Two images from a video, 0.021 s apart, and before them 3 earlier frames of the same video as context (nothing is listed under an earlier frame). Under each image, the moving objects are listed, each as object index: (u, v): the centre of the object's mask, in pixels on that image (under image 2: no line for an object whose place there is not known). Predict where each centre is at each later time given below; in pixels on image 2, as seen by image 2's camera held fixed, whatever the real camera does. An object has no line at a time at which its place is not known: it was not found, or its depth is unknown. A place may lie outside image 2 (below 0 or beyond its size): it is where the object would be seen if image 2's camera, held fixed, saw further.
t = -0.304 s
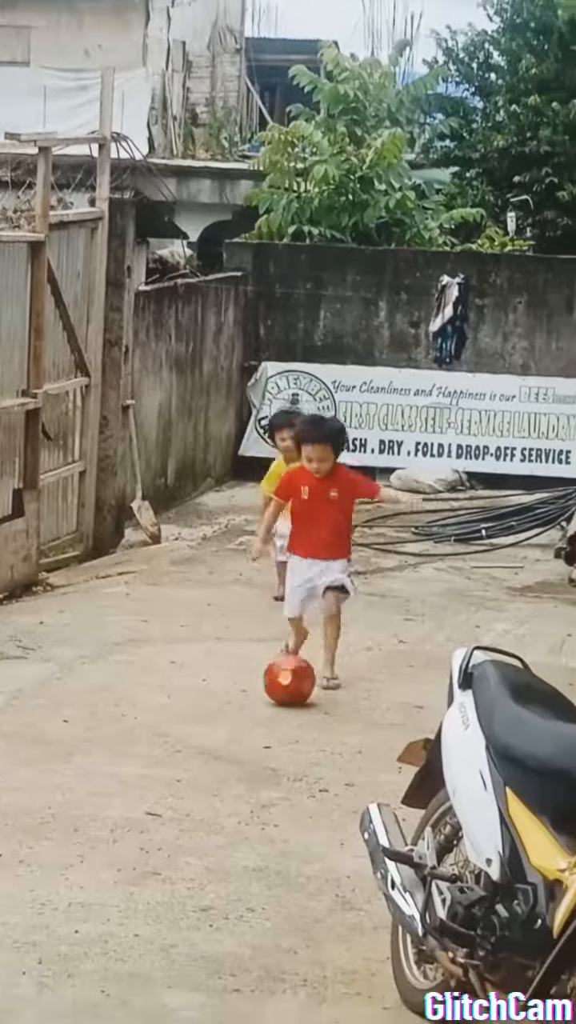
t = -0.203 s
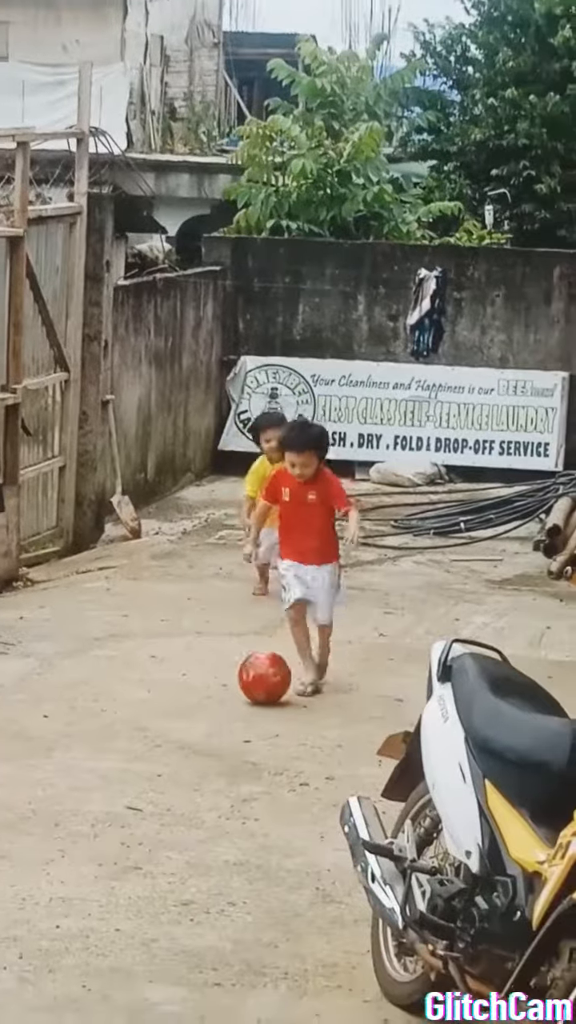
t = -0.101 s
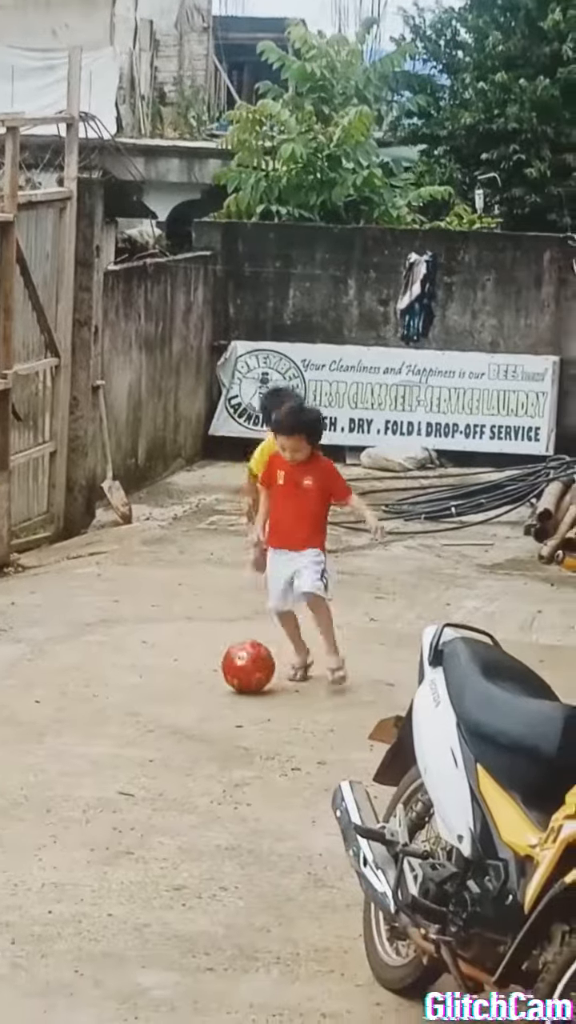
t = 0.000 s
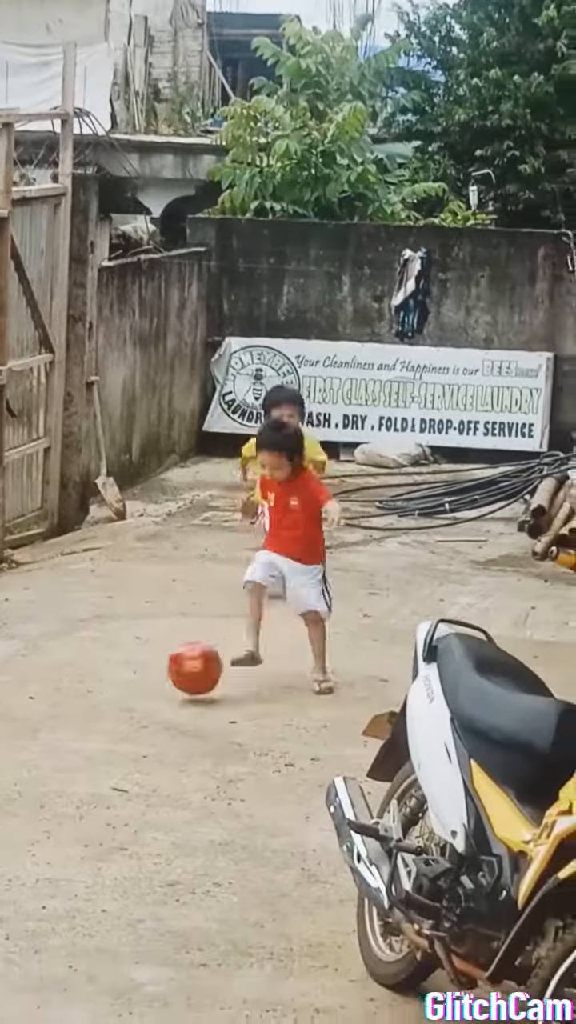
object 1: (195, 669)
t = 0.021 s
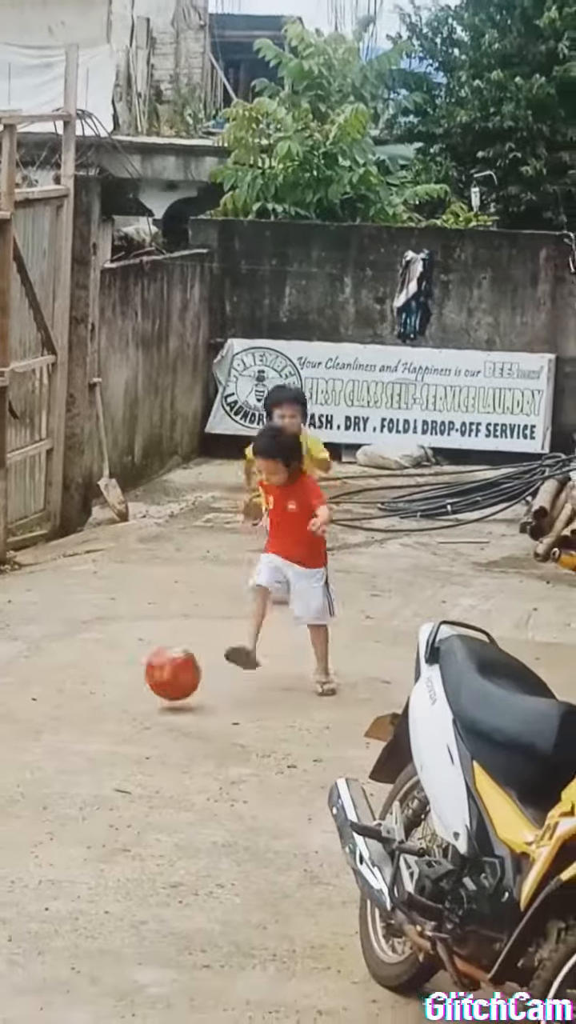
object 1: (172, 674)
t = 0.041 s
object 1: (148, 680)
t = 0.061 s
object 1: (123, 691)
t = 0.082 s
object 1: (77, 704)
